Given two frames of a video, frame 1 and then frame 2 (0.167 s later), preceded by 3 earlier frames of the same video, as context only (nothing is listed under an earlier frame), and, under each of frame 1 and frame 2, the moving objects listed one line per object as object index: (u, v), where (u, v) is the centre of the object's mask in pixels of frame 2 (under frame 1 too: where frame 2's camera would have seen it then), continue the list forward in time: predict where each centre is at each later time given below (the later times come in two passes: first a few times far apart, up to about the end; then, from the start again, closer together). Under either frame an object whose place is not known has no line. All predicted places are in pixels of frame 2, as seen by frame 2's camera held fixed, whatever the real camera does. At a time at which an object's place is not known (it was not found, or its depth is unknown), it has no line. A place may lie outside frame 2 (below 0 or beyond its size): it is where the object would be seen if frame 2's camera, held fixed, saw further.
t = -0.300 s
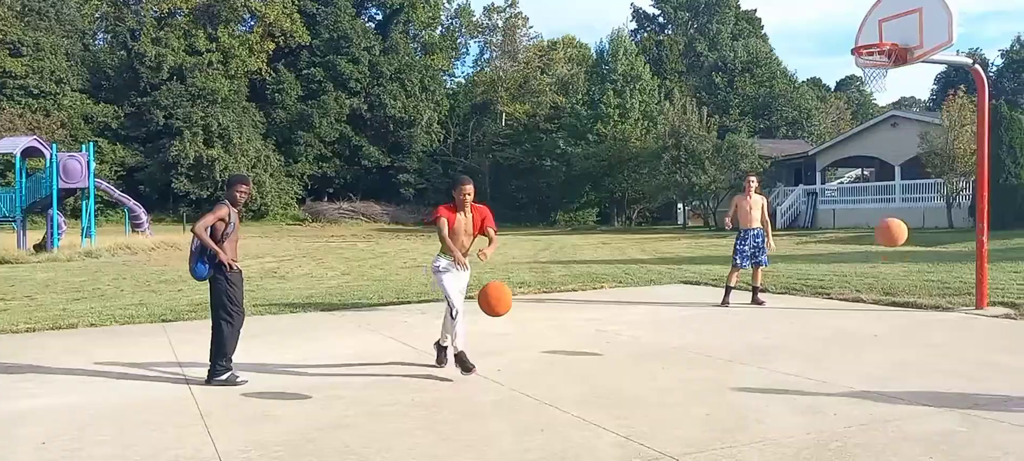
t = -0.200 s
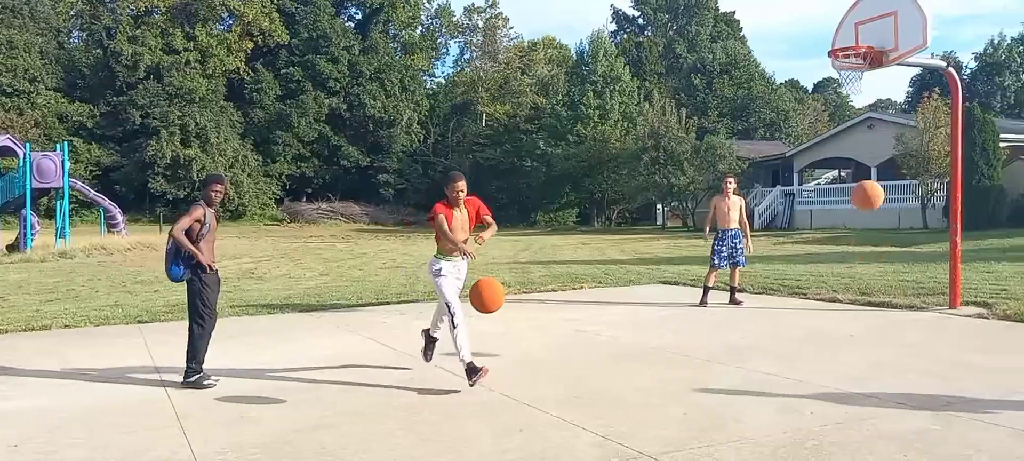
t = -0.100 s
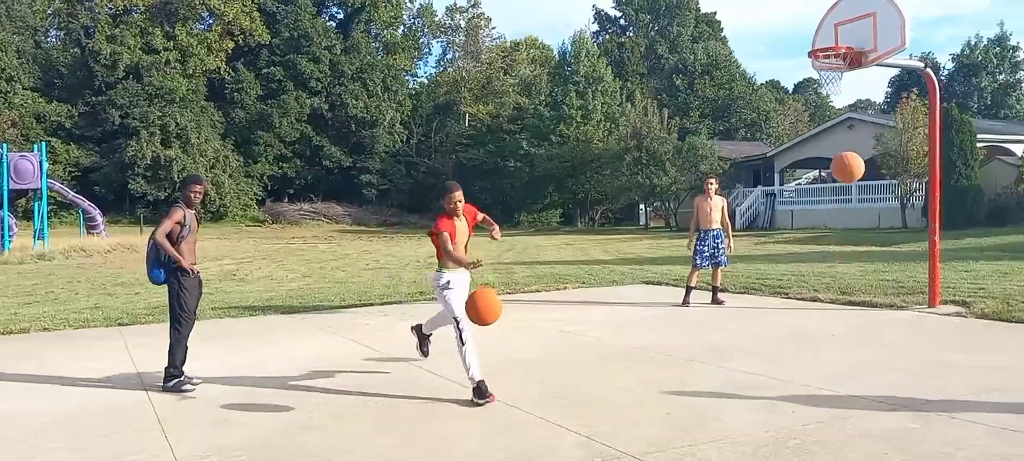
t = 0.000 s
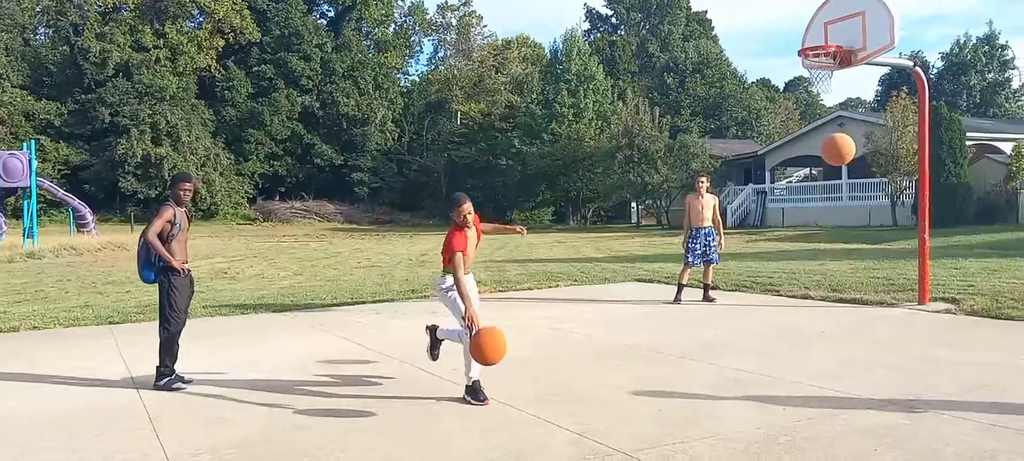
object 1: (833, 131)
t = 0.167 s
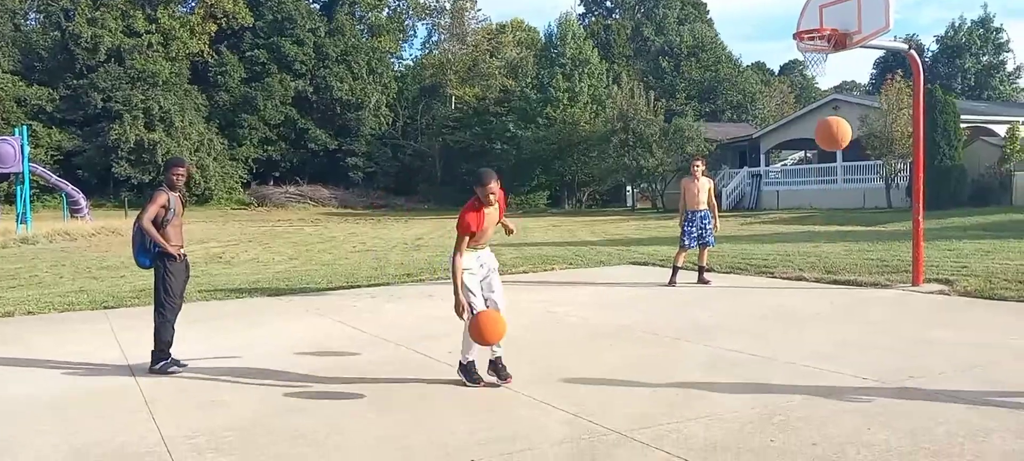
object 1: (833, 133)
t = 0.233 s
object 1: (833, 145)
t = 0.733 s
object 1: (833, 343)
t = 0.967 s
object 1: (833, 259)
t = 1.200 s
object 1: (831, 271)
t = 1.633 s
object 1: (817, 440)
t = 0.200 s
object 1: (833, 138)
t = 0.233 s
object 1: (833, 145)
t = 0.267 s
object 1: (833, 153)
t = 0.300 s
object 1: (832, 162)
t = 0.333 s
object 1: (833, 176)
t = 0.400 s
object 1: (835, 207)
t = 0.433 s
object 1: (836, 219)
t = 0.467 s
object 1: (835, 243)
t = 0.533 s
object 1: (836, 294)
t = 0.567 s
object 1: (836, 327)
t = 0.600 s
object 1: (834, 358)
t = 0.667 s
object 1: (836, 379)
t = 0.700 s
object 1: (834, 360)
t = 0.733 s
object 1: (833, 343)
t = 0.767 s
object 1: (833, 326)
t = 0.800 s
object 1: (832, 310)
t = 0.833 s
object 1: (832, 296)
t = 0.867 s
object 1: (833, 285)
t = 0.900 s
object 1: (833, 273)
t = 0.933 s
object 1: (834, 266)
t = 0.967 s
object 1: (833, 259)
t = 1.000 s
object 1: (833, 253)
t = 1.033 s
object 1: (833, 251)
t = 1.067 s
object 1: (833, 250)
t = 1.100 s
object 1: (832, 252)
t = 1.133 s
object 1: (832, 255)
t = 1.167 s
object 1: (831, 260)
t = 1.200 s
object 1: (831, 271)
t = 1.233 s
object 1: (829, 285)
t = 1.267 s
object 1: (828, 301)
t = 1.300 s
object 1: (827, 321)
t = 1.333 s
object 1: (826, 344)
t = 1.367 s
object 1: (825, 369)
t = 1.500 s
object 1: (821, 500)
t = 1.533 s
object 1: (821, 490)
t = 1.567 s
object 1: (819, 475)
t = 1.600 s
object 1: (819, 457)
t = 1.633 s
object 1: (817, 440)
